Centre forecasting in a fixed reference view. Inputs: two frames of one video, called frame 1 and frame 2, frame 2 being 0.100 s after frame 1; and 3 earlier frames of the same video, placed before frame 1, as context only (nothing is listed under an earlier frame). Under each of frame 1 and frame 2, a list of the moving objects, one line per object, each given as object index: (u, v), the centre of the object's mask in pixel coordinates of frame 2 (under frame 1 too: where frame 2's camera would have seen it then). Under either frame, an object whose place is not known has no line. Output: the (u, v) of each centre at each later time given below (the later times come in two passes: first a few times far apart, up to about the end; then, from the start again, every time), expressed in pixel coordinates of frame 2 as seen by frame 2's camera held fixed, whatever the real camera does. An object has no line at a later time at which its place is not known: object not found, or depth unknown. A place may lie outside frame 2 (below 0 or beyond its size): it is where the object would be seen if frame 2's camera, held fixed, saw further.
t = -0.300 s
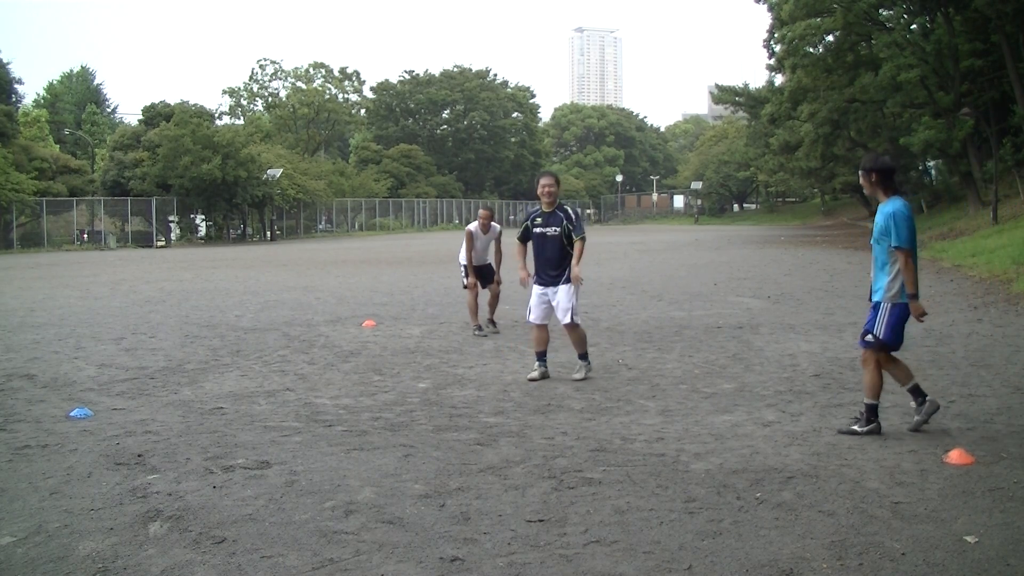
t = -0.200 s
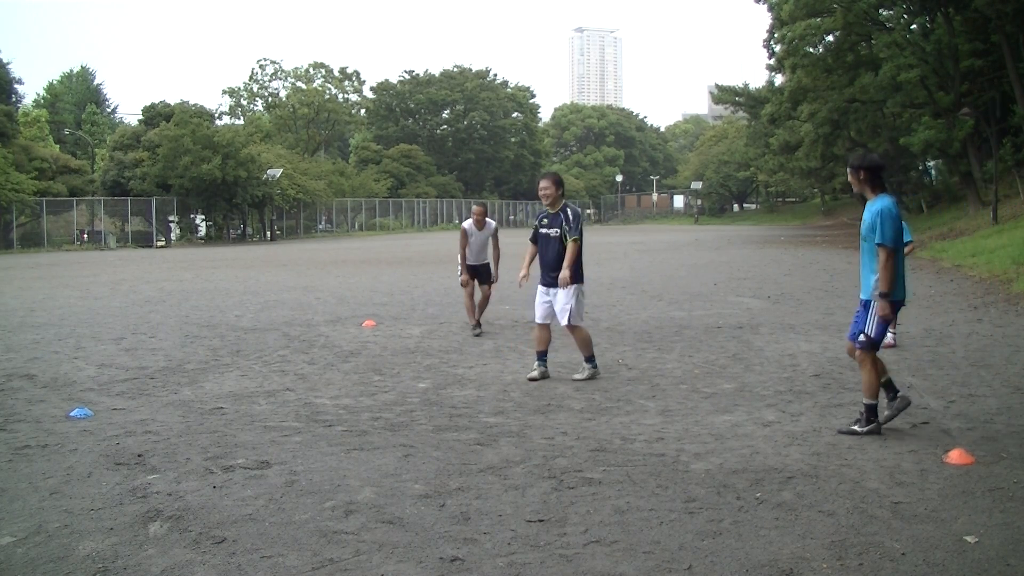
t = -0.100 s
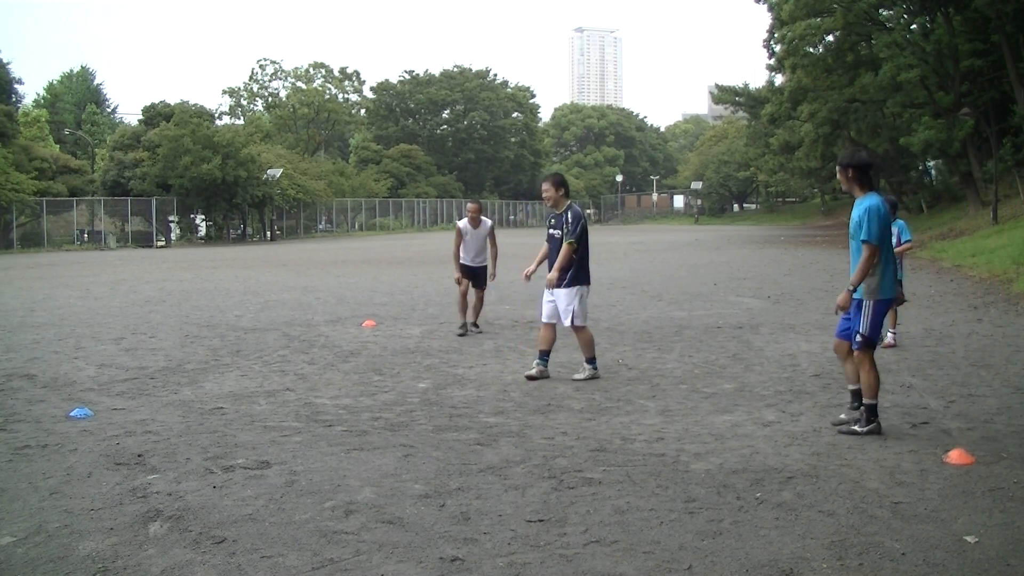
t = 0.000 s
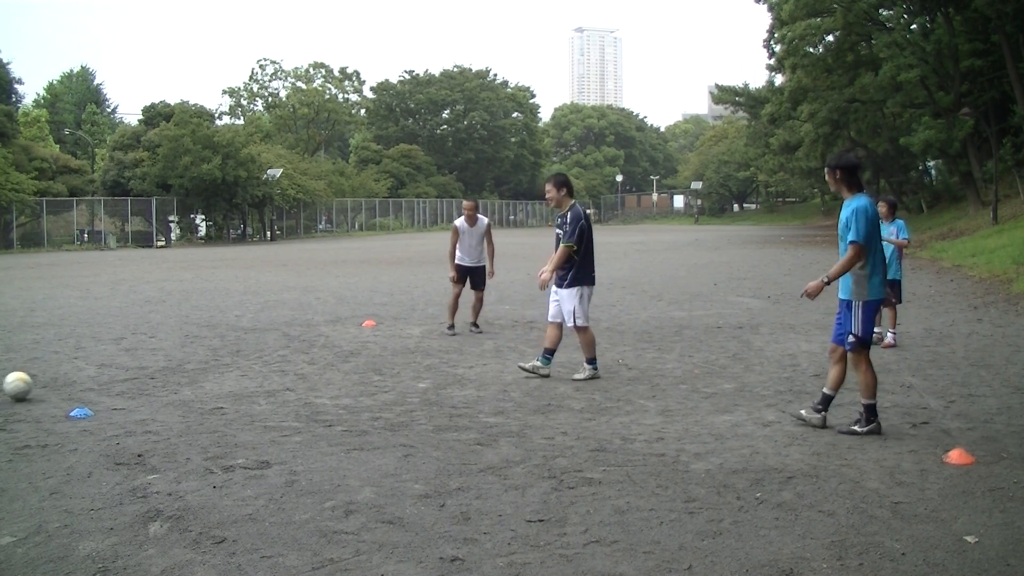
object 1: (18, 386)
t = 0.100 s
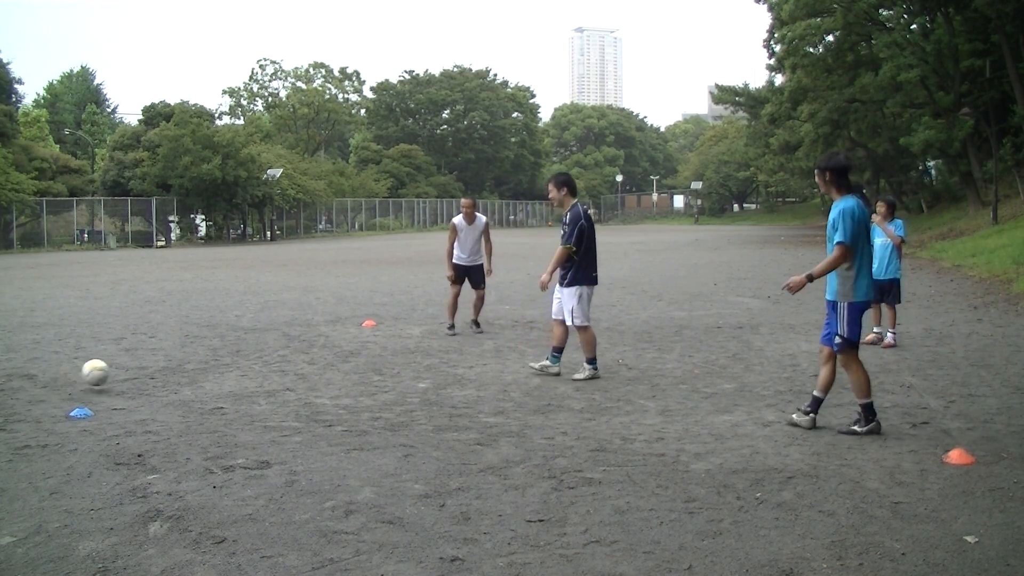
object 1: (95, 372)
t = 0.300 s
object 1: (228, 363)
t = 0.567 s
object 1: (370, 347)
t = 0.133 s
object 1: (119, 367)
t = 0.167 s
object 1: (141, 363)
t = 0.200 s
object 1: (164, 361)
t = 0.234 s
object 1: (186, 360)
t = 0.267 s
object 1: (207, 360)
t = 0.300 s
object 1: (228, 363)
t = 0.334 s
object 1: (247, 358)
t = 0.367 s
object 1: (267, 352)
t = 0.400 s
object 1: (285, 348)
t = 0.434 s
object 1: (303, 345)
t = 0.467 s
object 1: (321, 343)
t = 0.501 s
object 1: (337, 344)
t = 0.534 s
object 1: (354, 345)
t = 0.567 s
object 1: (370, 347)
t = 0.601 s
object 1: (386, 345)
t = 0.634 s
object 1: (401, 340)
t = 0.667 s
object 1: (415, 337)
